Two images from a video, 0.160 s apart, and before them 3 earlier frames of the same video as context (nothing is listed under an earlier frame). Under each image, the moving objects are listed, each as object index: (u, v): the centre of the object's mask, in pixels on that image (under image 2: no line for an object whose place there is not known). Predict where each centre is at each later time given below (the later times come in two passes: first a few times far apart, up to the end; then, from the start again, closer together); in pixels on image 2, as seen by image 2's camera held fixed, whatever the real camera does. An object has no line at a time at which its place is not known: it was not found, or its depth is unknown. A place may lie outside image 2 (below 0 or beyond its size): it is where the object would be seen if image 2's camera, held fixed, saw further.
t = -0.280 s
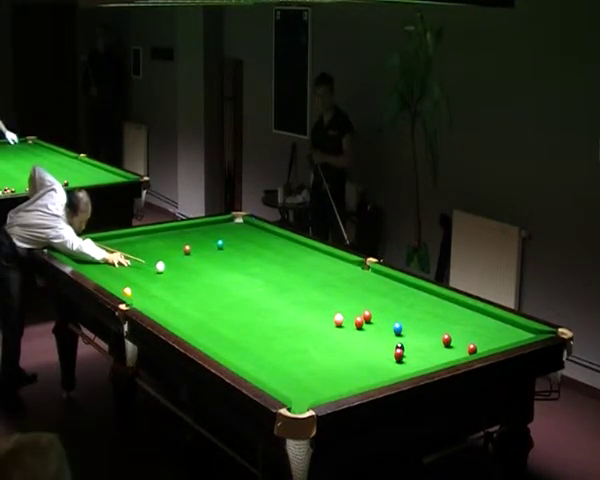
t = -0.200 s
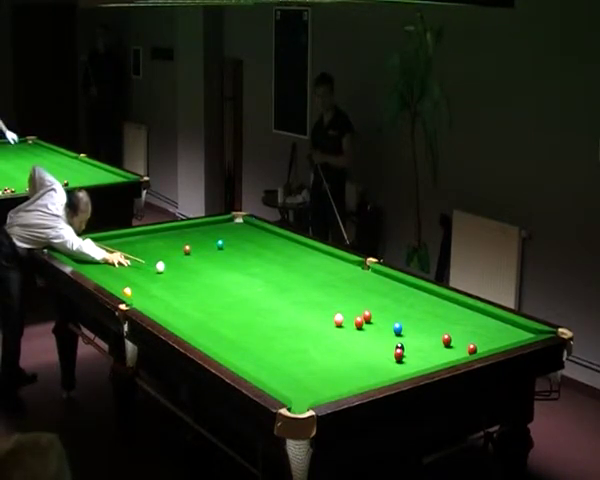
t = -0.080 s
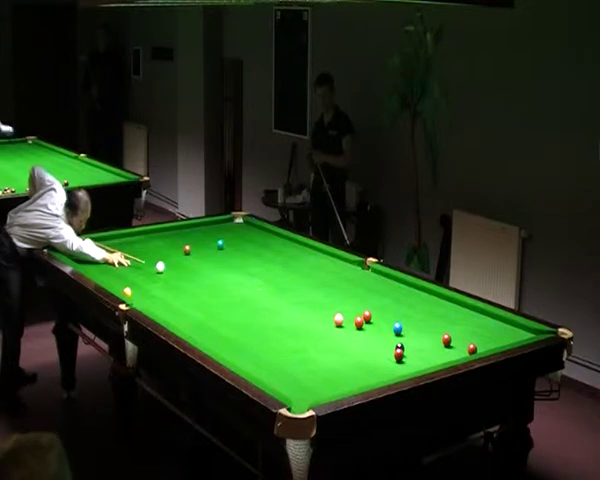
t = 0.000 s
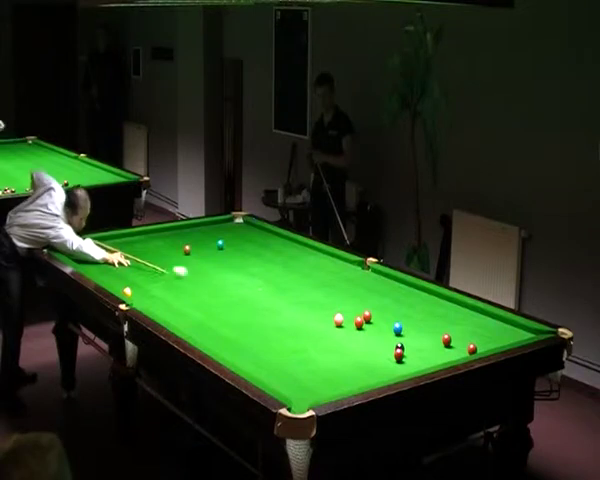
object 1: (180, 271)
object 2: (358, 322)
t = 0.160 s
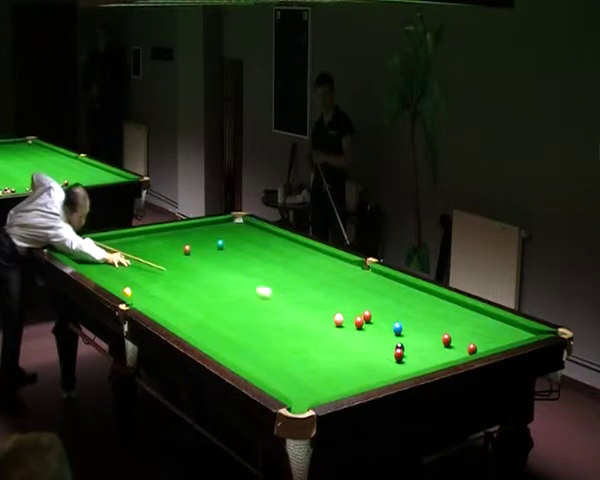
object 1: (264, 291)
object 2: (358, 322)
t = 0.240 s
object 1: (308, 302)
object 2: (358, 322)
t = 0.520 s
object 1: (349, 320)
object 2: (363, 327)
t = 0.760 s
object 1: (341, 323)
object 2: (372, 335)
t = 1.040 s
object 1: (333, 327)
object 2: (383, 344)
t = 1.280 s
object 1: (326, 330)
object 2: (391, 352)
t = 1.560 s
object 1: (319, 333)
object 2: (389, 355)
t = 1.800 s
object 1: (313, 335)
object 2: (387, 357)
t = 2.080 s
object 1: (307, 338)
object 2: (386, 359)
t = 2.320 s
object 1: (302, 340)
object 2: (385, 360)
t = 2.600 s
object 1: (298, 341)
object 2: (384, 361)
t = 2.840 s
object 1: (294, 342)
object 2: (383, 362)
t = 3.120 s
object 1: (291, 343)
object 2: (383, 362)
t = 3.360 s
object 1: (289, 344)
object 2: (383, 362)
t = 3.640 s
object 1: (288, 345)
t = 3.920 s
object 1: (288, 345)
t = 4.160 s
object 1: (288, 345)
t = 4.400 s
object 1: (288, 345)
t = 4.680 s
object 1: (288, 345)
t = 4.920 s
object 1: (288, 345)
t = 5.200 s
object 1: (288, 345)
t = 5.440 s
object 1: (288, 345)
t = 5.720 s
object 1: (288, 345)
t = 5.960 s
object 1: (288, 345)
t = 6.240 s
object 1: (288, 345)
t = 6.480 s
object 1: (287, 345)
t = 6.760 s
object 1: (287, 345)
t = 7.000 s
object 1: (287, 345)
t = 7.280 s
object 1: (287, 345)
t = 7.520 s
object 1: (287, 345)
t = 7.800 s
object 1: (288, 345)
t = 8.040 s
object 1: (288, 345)
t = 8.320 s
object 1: (288, 345)
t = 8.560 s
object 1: (287, 345)
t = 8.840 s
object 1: (287, 345)
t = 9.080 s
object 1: (287, 345)
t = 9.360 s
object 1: (288, 345)
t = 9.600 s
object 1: (287, 345)
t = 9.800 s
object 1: (288, 345)
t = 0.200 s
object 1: (286, 296)
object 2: (358, 322)
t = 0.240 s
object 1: (308, 302)
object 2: (358, 322)
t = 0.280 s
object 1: (330, 307)
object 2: (358, 322)
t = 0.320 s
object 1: (352, 312)
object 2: (358, 322)
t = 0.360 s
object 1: (358, 315)
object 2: (358, 323)
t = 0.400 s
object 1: (356, 316)
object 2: (359, 323)
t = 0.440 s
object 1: (354, 319)
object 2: (361, 324)
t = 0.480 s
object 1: (352, 320)
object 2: (362, 325)
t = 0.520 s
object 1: (349, 320)
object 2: (363, 327)
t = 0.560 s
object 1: (347, 321)
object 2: (365, 328)
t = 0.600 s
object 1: (346, 321)
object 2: (367, 329)
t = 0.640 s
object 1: (345, 321)
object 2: (368, 331)
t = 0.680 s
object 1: (343, 322)
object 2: (369, 332)
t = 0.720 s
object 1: (342, 323)
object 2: (371, 333)
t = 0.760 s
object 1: (341, 323)
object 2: (372, 335)
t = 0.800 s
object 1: (340, 324)
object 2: (374, 336)
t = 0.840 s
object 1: (339, 324)
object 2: (375, 338)
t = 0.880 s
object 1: (337, 325)
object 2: (377, 339)
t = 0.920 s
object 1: (336, 325)
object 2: (378, 340)
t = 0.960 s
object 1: (335, 326)
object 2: (380, 341)
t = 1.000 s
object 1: (334, 326)
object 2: (381, 343)
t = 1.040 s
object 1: (333, 327)
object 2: (383, 344)
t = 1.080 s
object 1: (332, 327)
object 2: (384, 345)
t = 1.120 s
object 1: (330, 328)
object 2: (386, 347)
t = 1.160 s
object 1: (329, 329)
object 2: (388, 348)
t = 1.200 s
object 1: (328, 329)
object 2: (389, 350)
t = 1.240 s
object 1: (327, 329)
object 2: (390, 351)
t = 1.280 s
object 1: (326, 330)
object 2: (391, 352)
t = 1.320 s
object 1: (325, 330)
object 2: (391, 352)
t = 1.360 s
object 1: (324, 331)
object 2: (390, 353)
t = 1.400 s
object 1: (323, 331)
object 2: (390, 353)
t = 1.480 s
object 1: (321, 332)
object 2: (389, 354)
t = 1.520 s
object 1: (320, 333)
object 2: (389, 354)
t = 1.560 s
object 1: (319, 333)
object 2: (389, 355)
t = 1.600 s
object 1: (318, 333)
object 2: (389, 355)
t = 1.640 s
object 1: (317, 333)
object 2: (389, 356)
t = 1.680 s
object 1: (316, 334)
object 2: (388, 356)
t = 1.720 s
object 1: (315, 334)
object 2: (388, 356)
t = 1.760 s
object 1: (314, 335)
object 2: (388, 356)
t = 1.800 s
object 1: (313, 335)
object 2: (387, 357)
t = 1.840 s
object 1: (312, 335)
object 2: (387, 357)
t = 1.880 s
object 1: (311, 336)
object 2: (387, 358)
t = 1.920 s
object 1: (310, 336)
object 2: (387, 358)
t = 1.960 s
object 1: (309, 337)
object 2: (386, 358)
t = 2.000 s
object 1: (308, 337)
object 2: (386, 358)
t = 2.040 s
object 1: (307, 337)
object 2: (386, 359)
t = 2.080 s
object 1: (307, 338)
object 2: (386, 359)
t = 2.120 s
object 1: (306, 338)
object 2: (385, 359)
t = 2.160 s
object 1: (305, 339)
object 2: (385, 359)
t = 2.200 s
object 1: (304, 339)
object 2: (385, 360)
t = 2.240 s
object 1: (304, 339)
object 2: (385, 360)
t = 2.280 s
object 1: (303, 339)
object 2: (385, 360)
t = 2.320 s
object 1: (302, 340)
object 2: (385, 360)
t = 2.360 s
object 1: (302, 340)
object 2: (384, 360)
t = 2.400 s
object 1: (301, 340)
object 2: (384, 360)
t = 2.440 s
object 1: (300, 340)
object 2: (384, 361)
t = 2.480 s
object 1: (299, 341)
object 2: (384, 361)
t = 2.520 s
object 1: (299, 341)
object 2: (384, 361)
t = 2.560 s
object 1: (298, 341)
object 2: (384, 361)
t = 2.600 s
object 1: (298, 341)
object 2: (384, 361)
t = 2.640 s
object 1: (297, 341)
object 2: (384, 361)
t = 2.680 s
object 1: (296, 342)
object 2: (384, 361)
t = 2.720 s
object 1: (296, 342)
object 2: (383, 361)
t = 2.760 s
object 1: (295, 342)
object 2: (383, 362)
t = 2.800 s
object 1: (295, 342)
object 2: (383, 362)
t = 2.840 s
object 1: (294, 342)
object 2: (383, 362)
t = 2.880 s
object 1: (294, 343)
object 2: (383, 362)
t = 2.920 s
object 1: (293, 343)
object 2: (383, 362)
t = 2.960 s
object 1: (293, 343)
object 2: (383, 362)
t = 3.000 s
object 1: (292, 343)
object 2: (383, 362)
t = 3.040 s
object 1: (292, 343)
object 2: (383, 362)
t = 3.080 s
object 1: (291, 343)
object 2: (383, 362)
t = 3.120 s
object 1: (291, 343)
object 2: (383, 362)
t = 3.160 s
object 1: (291, 343)
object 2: (383, 362)
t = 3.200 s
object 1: (290, 344)
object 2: (383, 362)
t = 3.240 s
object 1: (290, 344)
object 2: (383, 362)
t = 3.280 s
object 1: (290, 344)
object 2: (383, 362)
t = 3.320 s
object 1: (290, 344)
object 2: (383, 362)
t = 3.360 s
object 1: (289, 344)
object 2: (383, 362)
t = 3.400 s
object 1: (289, 344)
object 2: (383, 362)
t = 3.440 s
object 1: (289, 344)
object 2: (383, 362)
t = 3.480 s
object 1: (289, 344)
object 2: (383, 362)
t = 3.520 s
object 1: (289, 344)
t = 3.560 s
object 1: (288, 345)
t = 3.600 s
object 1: (288, 345)
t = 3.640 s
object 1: (288, 345)
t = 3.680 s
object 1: (288, 345)
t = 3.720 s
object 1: (288, 345)
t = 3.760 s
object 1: (288, 345)
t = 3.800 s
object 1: (288, 345)
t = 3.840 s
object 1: (288, 345)
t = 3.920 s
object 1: (288, 345)
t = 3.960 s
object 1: (288, 345)
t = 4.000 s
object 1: (288, 345)
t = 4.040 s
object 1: (288, 345)
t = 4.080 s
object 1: (288, 345)
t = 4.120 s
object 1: (288, 345)
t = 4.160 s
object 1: (288, 345)
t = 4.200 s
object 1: (288, 345)
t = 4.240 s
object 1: (288, 345)
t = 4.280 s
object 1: (288, 345)
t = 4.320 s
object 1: (288, 345)
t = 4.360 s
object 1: (288, 345)
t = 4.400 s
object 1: (288, 345)
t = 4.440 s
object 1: (288, 345)
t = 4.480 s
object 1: (288, 345)
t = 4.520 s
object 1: (288, 345)
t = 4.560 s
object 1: (288, 345)
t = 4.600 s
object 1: (288, 345)
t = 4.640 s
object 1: (288, 345)
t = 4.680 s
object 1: (288, 345)
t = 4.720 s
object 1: (288, 345)
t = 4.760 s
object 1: (288, 345)
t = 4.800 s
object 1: (288, 345)
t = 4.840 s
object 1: (288, 345)
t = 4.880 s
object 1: (288, 345)
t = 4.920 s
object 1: (288, 345)
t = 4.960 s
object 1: (288, 345)
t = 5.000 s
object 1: (288, 345)
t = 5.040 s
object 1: (288, 345)
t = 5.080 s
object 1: (288, 345)
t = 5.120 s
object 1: (288, 345)
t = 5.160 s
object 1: (288, 345)
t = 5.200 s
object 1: (288, 345)
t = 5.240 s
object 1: (288, 345)
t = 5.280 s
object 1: (288, 345)
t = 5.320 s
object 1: (288, 345)
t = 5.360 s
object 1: (288, 345)
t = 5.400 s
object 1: (288, 345)
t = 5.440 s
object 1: (288, 345)
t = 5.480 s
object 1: (288, 345)
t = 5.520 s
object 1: (288, 345)
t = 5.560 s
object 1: (288, 345)
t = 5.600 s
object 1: (288, 345)
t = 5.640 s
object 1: (288, 345)
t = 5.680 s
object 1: (288, 345)
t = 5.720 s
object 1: (288, 345)
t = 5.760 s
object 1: (288, 345)
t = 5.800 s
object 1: (288, 345)
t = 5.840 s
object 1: (288, 345)
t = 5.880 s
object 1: (288, 345)
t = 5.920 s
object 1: (288, 345)
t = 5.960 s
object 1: (288, 345)
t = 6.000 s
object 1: (288, 345)
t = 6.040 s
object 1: (288, 345)
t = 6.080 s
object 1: (288, 345)
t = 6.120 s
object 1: (288, 345)
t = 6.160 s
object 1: (288, 345)
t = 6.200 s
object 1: (288, 345)
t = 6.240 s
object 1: (288, 345)
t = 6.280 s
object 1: (288, 345)
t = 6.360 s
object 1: (287, 345)
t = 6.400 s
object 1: (288, 345)
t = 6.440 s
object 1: (288, 345)
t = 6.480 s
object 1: (287, 345)
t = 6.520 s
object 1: (287, 345)
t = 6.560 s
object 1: (287, 345)
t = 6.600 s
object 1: (288, 345)
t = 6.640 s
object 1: (288, 345)
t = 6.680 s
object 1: (287, 345)
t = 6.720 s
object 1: (288, 345)
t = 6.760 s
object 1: (287, 345)
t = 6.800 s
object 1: (287, 345)
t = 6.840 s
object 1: (287, 345)
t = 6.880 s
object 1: (287, 345)
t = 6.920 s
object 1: (287, 345)
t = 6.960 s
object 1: (287, 345)
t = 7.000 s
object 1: (287, 345)
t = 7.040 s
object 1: (288, 345)
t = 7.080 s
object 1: (288, 345)
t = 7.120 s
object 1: (288, 345)
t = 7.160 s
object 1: (287, 345)
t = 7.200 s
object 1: (287, 345)
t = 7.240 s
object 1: (287, 345)
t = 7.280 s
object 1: (287, 345)
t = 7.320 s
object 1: (287, 345)
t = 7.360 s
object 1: (287, 345)
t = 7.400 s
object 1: (287, 345)
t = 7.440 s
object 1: (287, 345)
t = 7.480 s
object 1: (287, 345)
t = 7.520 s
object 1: (287, 345)
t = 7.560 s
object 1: (288, 345)
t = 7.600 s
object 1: (288, 345)
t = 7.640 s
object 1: (288, 345)
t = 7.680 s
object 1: (287, 345)
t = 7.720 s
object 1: (288, 345)
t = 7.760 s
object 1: (288, 345)
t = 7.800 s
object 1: (288, 345)
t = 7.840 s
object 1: (288, 345)
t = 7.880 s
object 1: (288, 345)
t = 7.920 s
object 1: (288, 345)
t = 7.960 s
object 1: (288, 345)
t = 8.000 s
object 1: (288, 345)
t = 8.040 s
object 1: (288, 345)
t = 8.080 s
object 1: (288, 345)
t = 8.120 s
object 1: (288, 345)
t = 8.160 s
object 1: (288, 345)
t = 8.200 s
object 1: (288, 345)
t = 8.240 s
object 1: (288, 345)
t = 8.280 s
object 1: (288, 345)
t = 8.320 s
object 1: (288, 345)
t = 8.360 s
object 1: (288, 345)
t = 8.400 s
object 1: (287, 345)
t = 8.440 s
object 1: (287, 345)
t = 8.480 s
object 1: (287, 345)
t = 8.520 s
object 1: (287, 345)
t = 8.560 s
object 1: (287, 345)
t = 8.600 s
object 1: (287, 345)
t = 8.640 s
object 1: (287, 345)
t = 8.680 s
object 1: (287, 345)
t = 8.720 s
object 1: (287, 345)
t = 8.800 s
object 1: (287, 345)
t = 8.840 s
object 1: (287, 345)
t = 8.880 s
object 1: (287, 345)
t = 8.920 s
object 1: (287, 345)
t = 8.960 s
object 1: (287, 345)
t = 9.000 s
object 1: (287, 345)
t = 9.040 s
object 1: (287, 345)
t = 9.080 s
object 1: (287, 345)
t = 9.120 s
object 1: (287, 345)
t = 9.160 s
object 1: (288, 345)
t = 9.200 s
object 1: (288, 345)
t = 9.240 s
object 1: (287, 345)
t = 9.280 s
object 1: (288, 345)
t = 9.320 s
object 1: (287, 345)
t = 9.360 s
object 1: (288, 345)
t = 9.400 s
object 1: (288, 345)
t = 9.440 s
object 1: (287, 345)
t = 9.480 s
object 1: (287, 345)
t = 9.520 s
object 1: (287, 345)
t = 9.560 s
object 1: (287, 345)
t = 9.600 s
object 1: (287, 345)
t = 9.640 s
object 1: (287, 345)
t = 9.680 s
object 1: (288, 345)
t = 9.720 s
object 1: (287, 345)
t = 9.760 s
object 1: (288, 345)
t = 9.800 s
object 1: (288, 345)
